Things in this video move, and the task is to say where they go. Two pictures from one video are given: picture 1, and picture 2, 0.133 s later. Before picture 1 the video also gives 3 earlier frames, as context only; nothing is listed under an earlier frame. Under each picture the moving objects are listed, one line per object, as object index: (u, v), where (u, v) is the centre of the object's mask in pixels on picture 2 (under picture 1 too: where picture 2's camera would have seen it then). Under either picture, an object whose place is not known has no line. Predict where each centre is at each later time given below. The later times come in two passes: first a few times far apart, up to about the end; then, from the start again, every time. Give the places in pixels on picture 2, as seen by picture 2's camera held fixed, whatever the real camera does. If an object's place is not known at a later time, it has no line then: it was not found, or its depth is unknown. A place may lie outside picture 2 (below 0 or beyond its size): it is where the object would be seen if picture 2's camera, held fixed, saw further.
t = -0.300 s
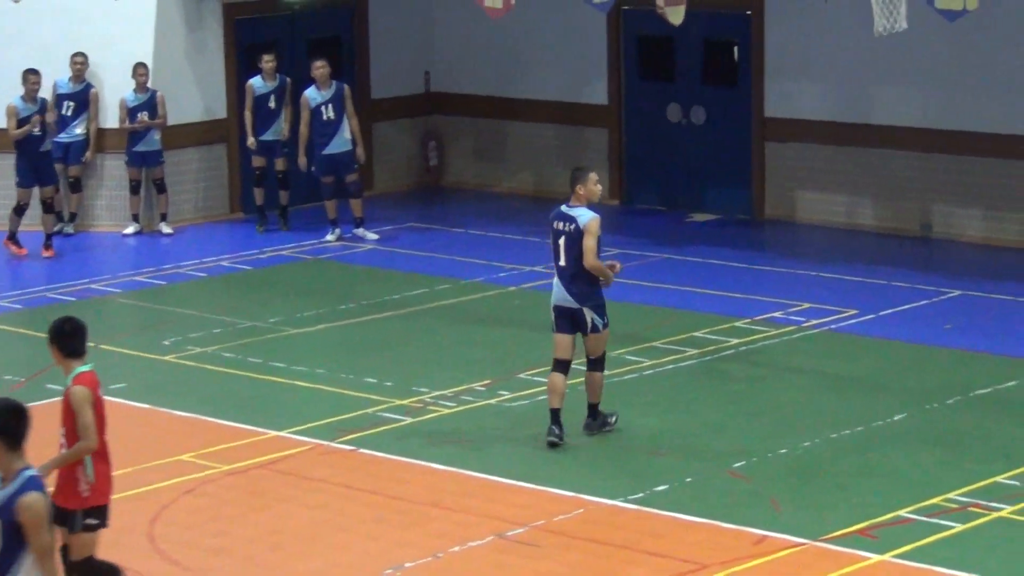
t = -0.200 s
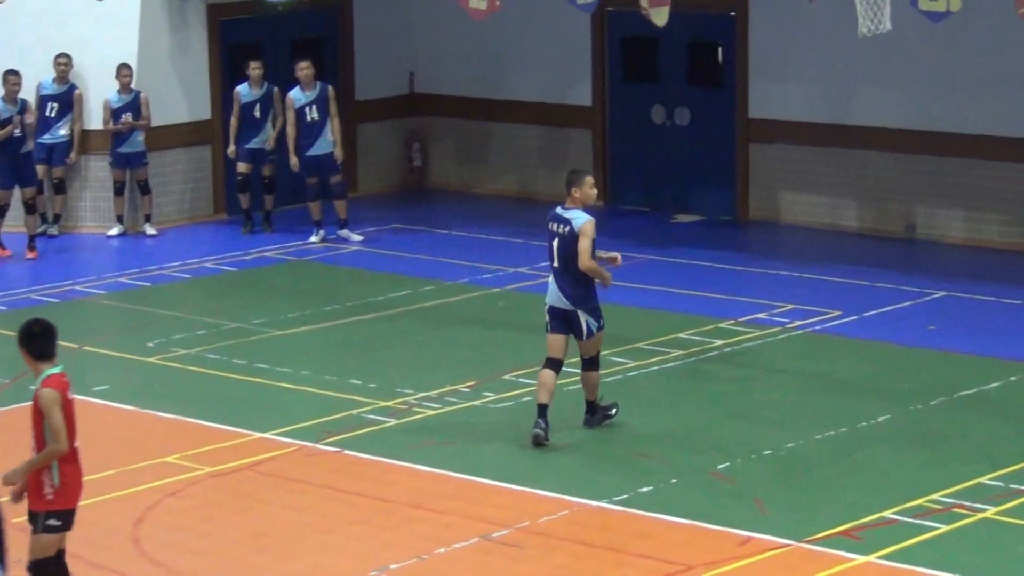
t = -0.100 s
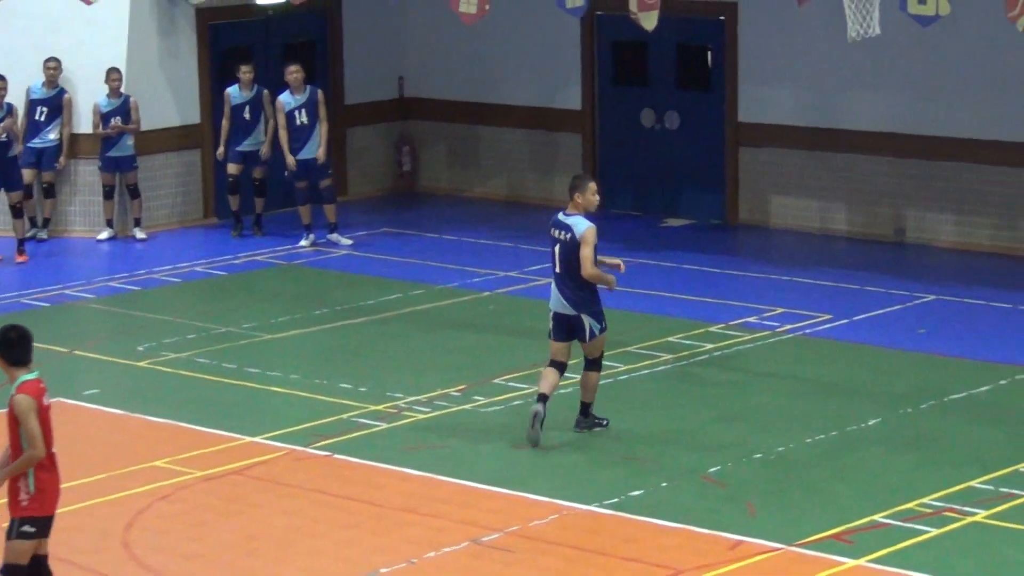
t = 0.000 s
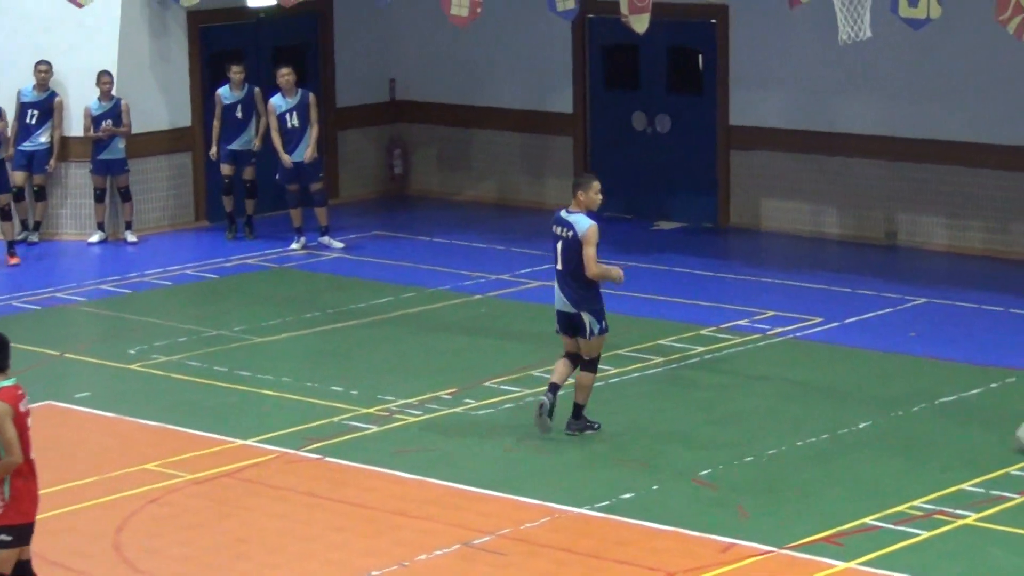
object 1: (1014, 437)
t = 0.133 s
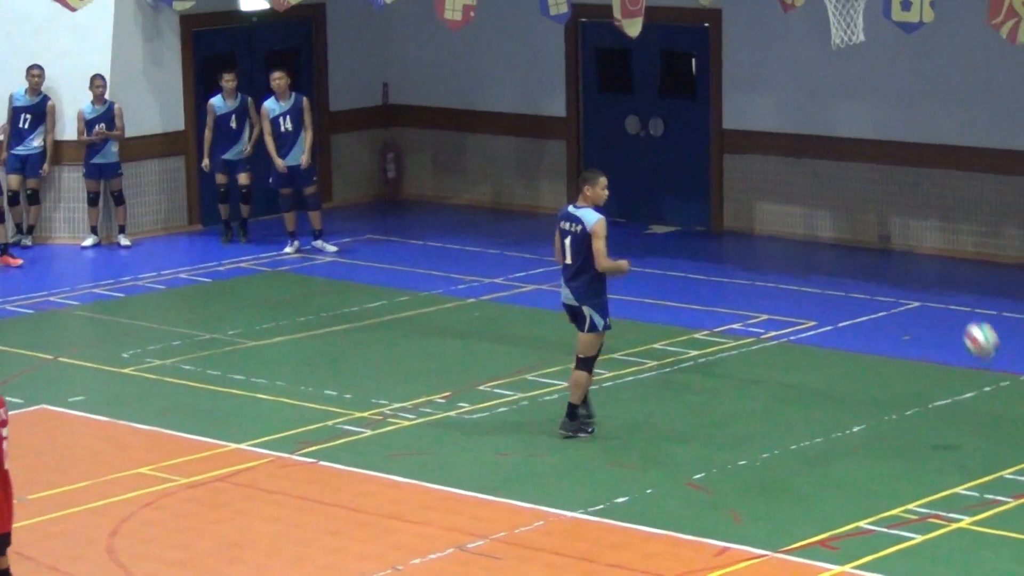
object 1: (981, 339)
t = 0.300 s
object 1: (925, 241)
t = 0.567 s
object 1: (838, 175)
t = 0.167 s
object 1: (969, 316)
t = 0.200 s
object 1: (958, 295)
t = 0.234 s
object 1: (947, 276)
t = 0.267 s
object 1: (936, 259)
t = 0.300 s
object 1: (925, 241)
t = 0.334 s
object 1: (913, 227)
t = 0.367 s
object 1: (902, 214)
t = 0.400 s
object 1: (891, 204)
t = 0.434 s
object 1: (880, 195)
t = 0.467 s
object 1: (870, 187)
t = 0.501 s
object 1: (859, 181)
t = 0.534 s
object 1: (848, 177)
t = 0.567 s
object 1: (838, 175)
